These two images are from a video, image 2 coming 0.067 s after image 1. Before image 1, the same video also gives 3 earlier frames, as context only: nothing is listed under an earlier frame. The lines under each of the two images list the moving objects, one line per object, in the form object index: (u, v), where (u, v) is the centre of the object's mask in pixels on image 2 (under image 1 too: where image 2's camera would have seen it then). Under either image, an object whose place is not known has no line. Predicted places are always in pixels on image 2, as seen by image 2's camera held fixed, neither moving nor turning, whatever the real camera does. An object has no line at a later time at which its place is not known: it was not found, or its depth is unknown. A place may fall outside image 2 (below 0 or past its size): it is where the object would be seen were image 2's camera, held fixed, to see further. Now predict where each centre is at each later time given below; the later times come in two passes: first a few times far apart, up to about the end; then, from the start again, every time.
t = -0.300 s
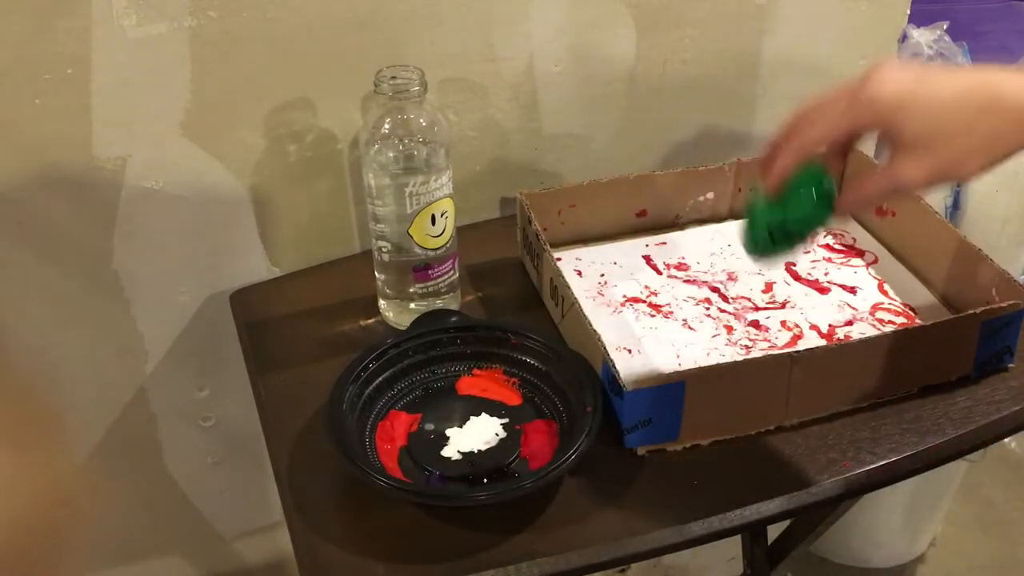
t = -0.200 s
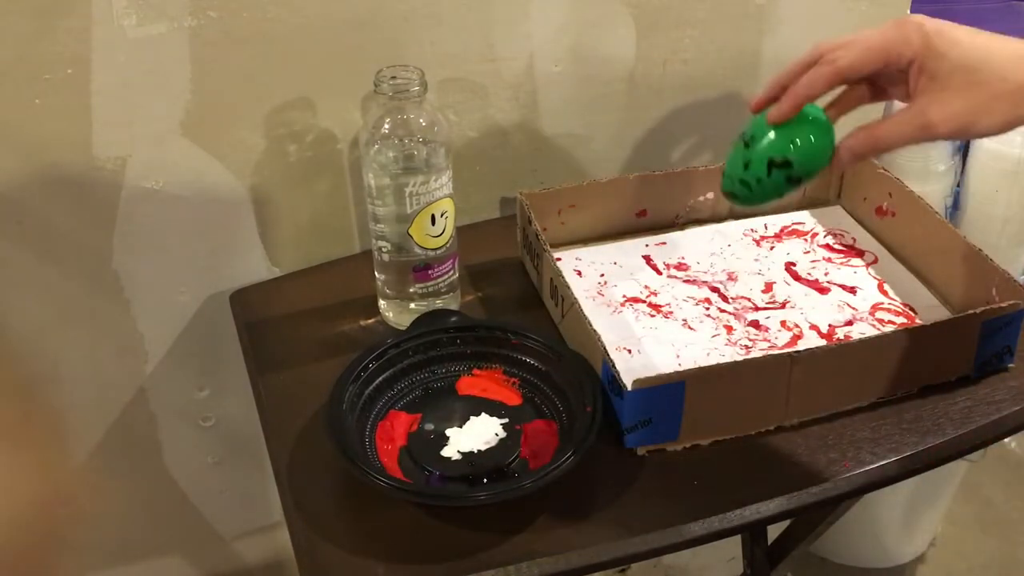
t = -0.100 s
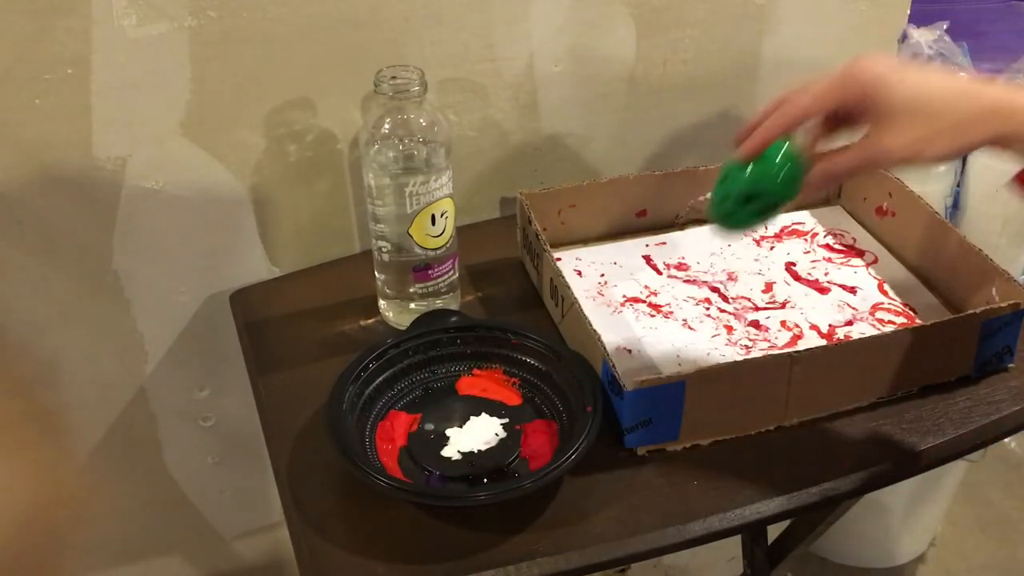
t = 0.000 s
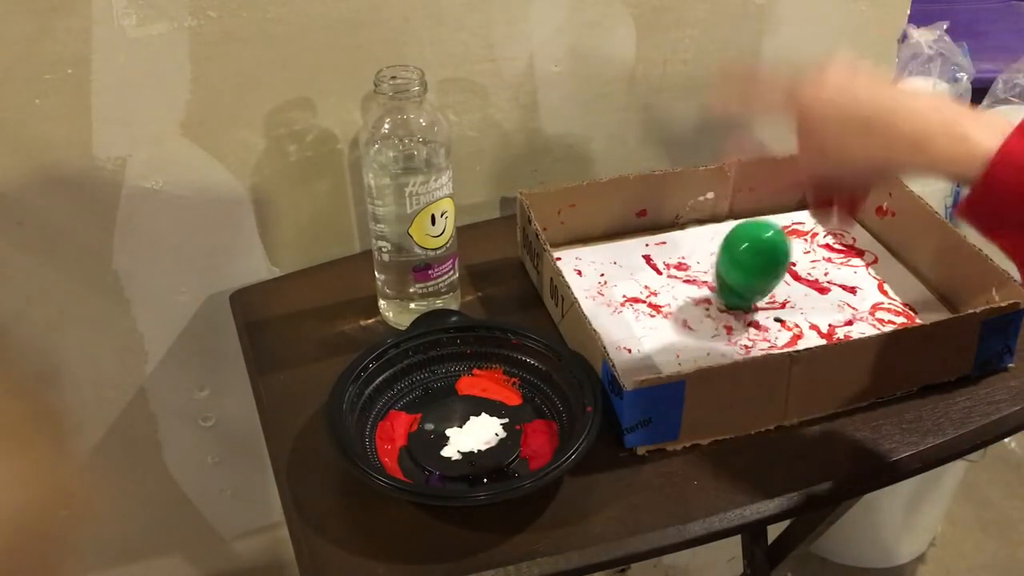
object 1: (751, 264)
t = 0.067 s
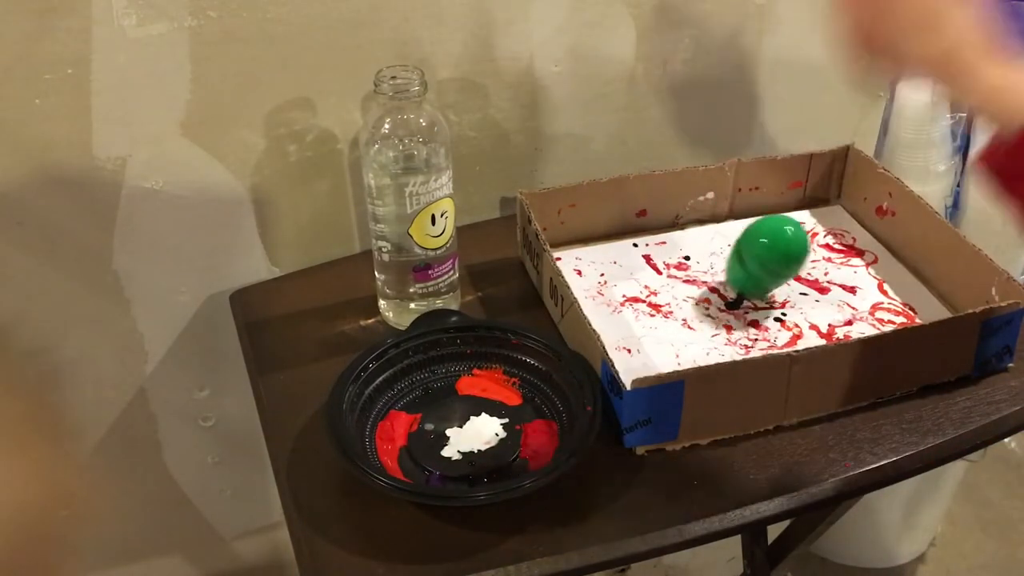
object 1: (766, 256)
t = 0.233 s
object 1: (810, 256)
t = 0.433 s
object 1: (846, 267)
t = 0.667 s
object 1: (875, 306)
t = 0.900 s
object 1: (861, 311)
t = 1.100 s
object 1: (875, 299)
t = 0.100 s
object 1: (776, 255)
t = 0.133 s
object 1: (786, 256)
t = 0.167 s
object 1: (793, 255)
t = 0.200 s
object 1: (800, 256)
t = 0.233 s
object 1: (810, 256)
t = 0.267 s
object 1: (819, 258)
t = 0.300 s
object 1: (826, 259)
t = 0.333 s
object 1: (832, 260)
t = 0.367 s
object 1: (837, 261)
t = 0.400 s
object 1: (842, 264)
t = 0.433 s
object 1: (846, 267)
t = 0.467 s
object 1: (853, 272)
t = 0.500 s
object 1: (860, 279)
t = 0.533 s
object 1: (863, 291)
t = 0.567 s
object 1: (861, 302)
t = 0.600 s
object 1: (866, 306)
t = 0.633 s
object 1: (870, 307)
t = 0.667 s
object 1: (875, 306)
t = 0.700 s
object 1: (878, 305)
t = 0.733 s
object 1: (877, 305)
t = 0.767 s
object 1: (875, 306)
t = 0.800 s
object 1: (873, 307)
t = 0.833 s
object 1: (870, 308)
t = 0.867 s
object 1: (866, 311)
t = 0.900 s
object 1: (861, 311)
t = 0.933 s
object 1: (859, 308)
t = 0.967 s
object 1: (862, 304)
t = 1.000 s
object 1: (864, 302)
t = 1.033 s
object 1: (867, 301)
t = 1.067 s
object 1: (871, 300)
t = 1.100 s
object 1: (875, 299)
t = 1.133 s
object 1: (879, 298)
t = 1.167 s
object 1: (882, 297)
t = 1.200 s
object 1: (883, 295)
